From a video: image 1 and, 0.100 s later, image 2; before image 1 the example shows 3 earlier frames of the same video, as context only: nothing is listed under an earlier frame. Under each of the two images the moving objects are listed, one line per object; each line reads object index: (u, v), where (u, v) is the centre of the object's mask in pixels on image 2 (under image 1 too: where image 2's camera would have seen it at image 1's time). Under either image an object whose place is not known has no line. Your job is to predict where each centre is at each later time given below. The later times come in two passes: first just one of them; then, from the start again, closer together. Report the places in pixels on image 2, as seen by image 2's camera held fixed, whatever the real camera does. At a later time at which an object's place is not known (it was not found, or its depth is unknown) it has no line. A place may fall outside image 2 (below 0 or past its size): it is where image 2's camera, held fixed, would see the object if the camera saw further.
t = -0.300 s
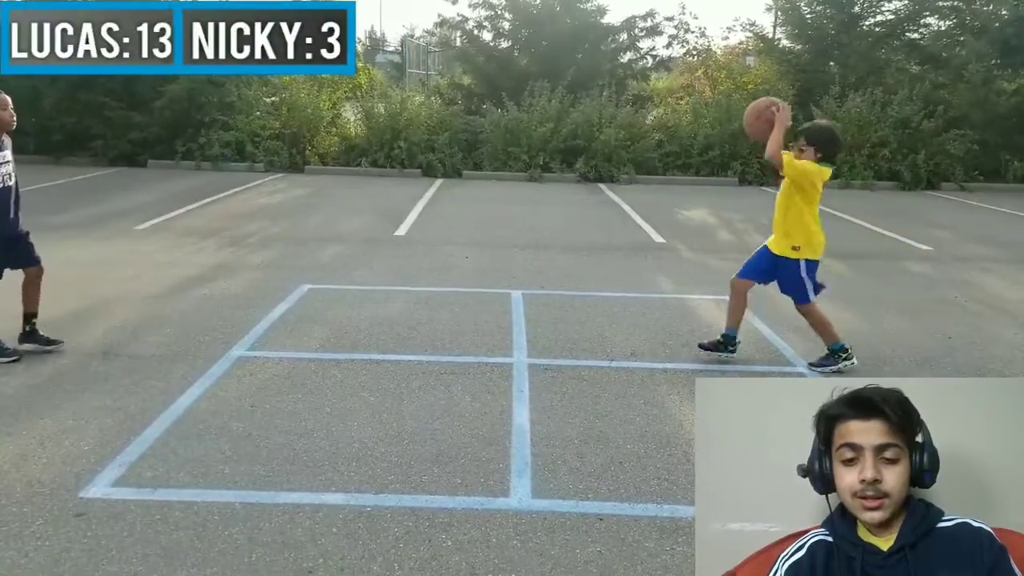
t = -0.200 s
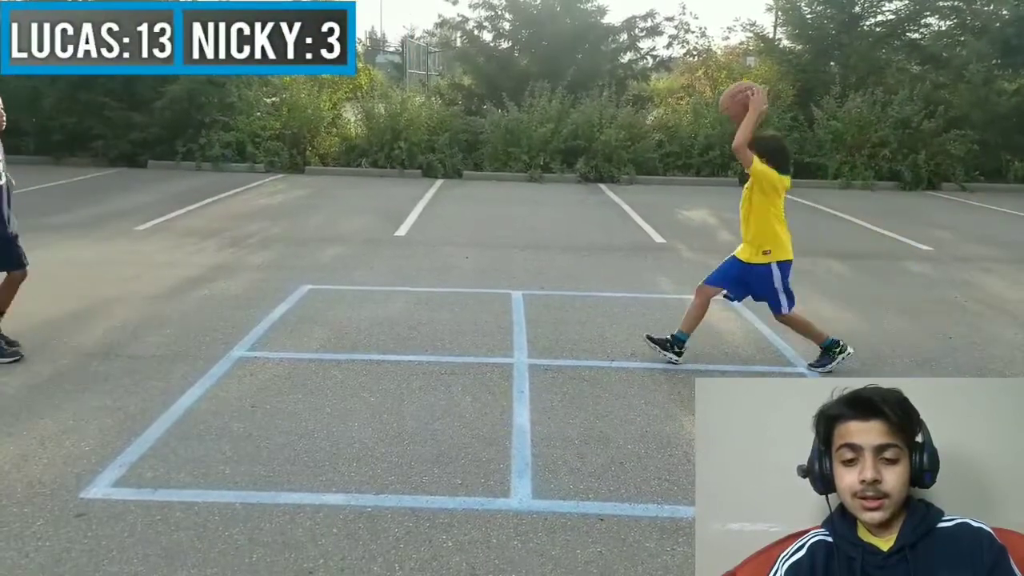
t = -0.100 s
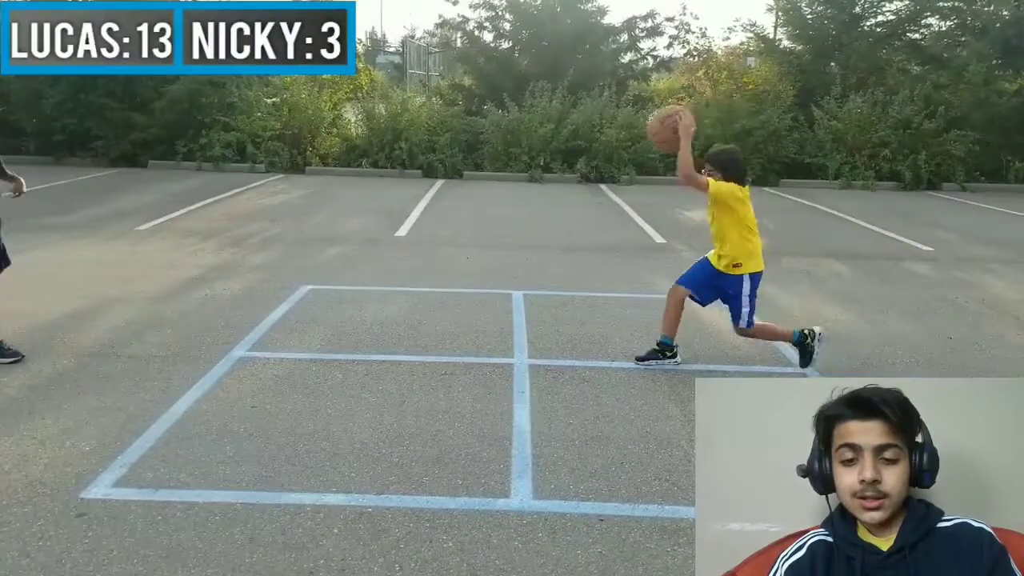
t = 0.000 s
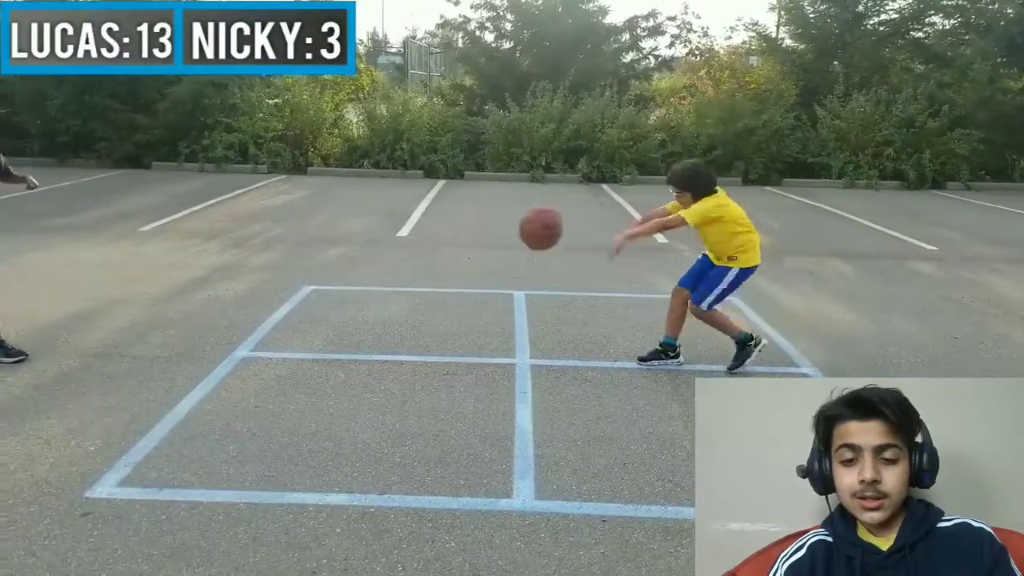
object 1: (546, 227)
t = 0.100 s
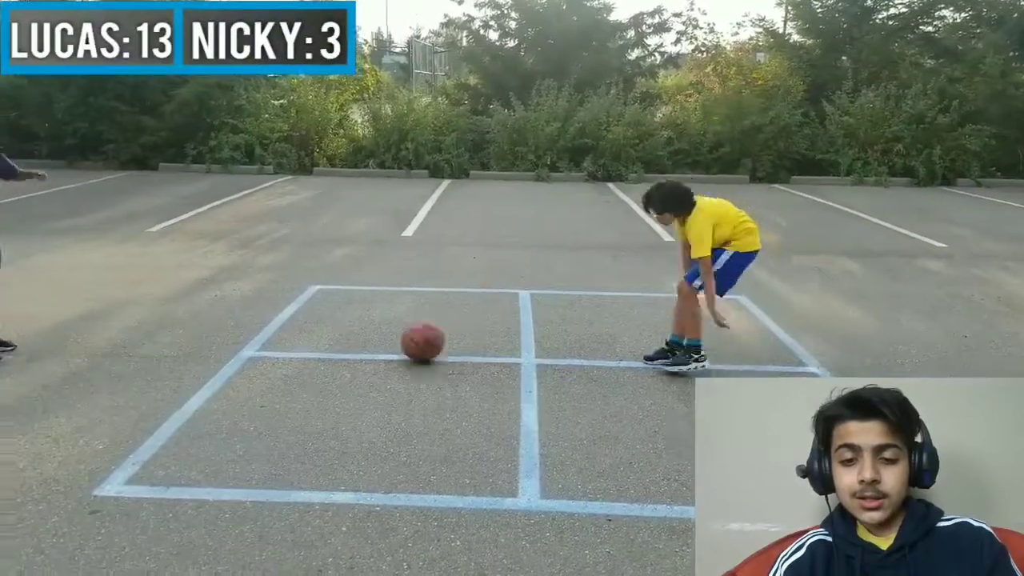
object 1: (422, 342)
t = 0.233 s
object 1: (341, 224)
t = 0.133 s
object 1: (402, 311)
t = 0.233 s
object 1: (341, 224)
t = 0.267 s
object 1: (323, 199)
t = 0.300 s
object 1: (300, 173)
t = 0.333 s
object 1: (272, 149)
